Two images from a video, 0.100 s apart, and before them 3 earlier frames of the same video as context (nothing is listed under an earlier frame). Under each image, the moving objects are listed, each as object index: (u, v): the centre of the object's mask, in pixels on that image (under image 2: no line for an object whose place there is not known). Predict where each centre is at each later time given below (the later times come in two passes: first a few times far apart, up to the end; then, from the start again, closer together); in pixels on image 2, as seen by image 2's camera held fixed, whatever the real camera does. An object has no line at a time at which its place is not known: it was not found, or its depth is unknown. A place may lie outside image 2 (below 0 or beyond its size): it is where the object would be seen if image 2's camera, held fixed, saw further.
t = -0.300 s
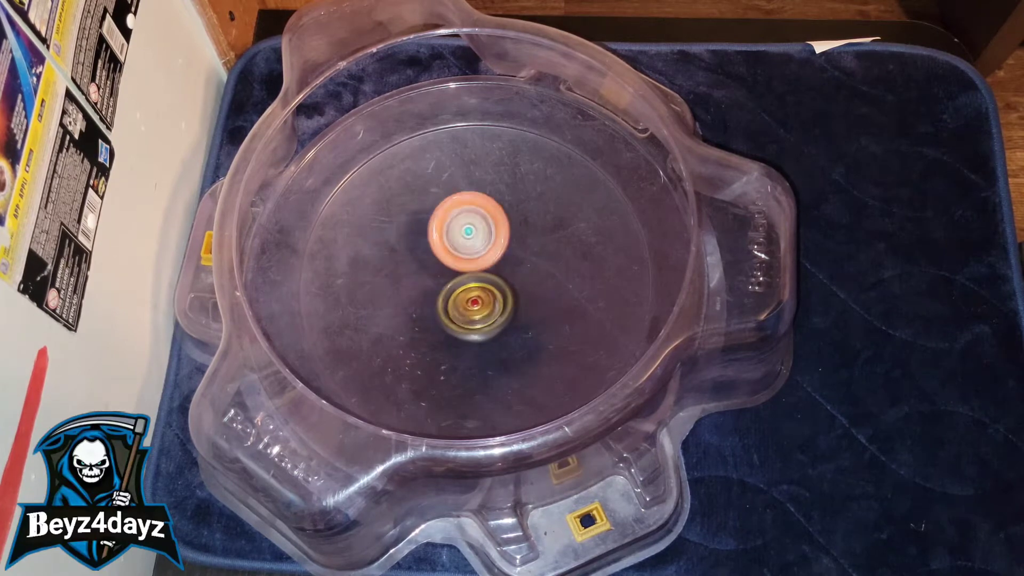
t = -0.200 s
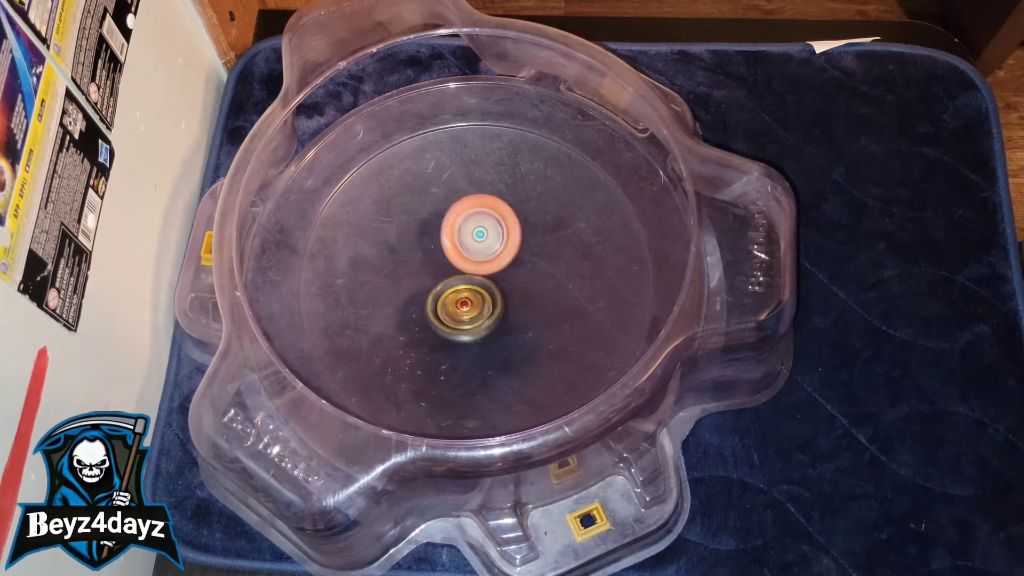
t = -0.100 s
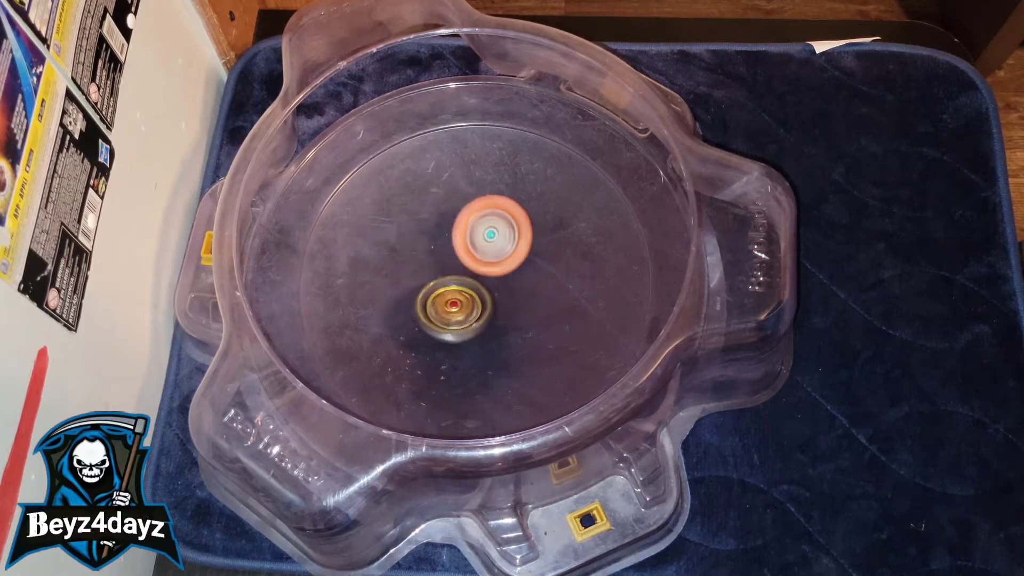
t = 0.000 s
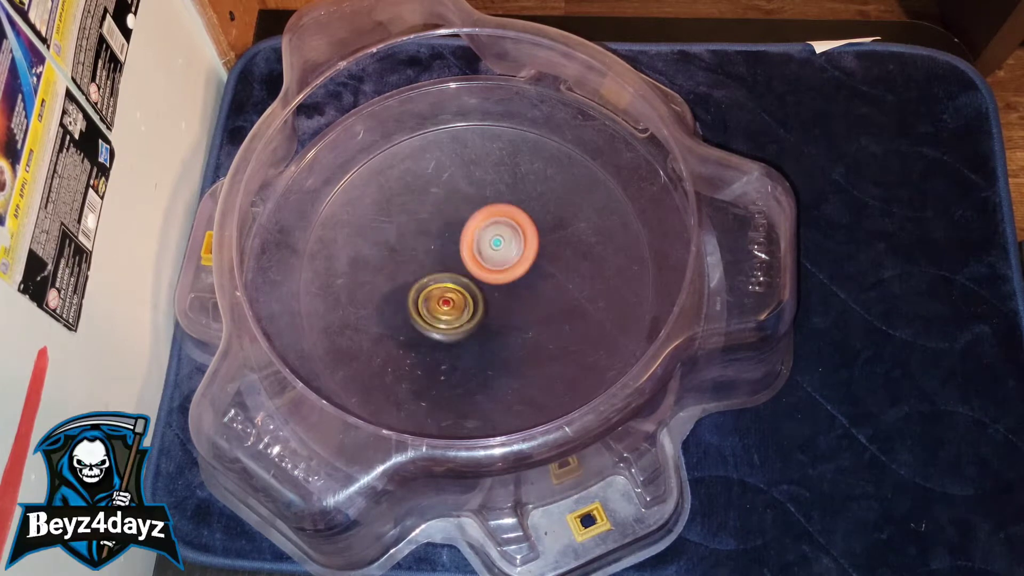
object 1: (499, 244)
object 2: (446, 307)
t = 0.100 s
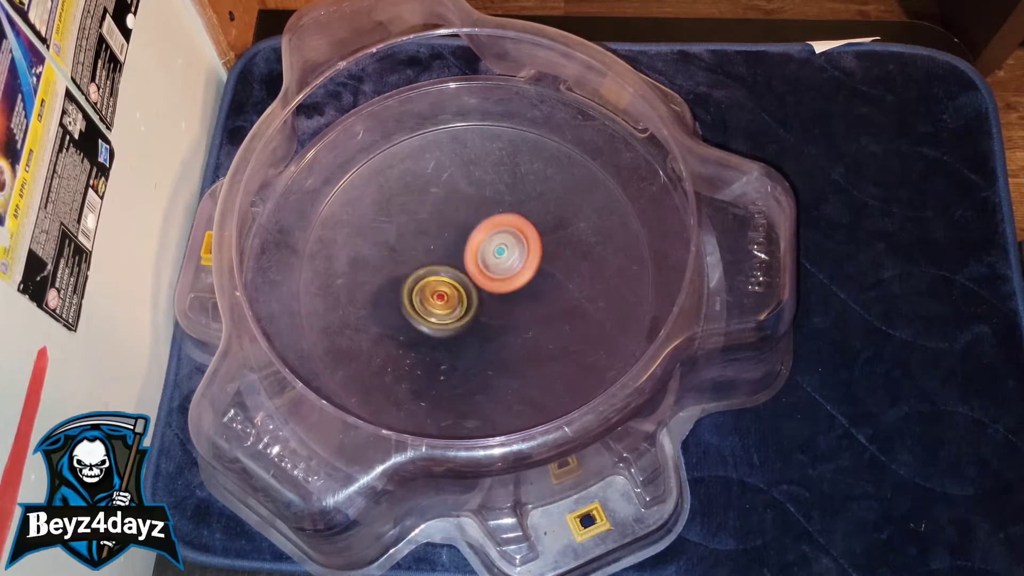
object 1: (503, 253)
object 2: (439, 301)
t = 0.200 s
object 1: (507, 263)
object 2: (432, 293)
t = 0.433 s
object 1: (506, 287)
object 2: (427, 269)
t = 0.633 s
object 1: (494, 305)
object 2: (438, 251)
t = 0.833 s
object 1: (468, 321)
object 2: (461, 243)
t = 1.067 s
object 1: (435, 319)
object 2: (479, 252)
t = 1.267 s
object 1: (399, 300)
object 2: (508, 247)
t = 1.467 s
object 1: (398, 266)
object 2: (493, 252)
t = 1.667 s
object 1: (415, 234)
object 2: (497, 257)
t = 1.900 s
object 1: (446, 219)
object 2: (509, 275)
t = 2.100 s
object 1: (461, 231)
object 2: (514, 297)
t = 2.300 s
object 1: (464, 251)
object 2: (472, 319)
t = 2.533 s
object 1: (444, 265)
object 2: (382, 323)
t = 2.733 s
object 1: (439, 264)
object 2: (381, 282)
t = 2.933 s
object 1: (484, 267)
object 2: (387, 249)
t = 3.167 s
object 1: (514, 301)
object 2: (463, 203)
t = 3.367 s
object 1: (511, 325)
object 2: (503, 181)
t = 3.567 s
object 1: (480, 317)
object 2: (518, 203)
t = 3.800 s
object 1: (446, 255)
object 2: (538, 242)
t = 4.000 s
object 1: (439, 225)
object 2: (537, 244)
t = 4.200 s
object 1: (449, 237)
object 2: (515, 235)
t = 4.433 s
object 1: (465, 269)
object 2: (526, 246)
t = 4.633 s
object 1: (497, 288)
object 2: (528, 240)
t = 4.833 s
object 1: (496, 290)
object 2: (516, 234)
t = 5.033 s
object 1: (496, 290)
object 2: (515, 233)
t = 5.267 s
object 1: (497, 290)
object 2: (514, 233)
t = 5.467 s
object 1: (497, 290)
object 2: (515, 233)
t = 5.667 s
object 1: (497, 290)
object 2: (514, 233)
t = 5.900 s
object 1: (497, 290)
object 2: (515, 233)
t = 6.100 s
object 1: (497, 290)
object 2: (514, 233)
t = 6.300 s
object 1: (497, 290)
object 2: (515, 233)
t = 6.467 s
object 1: (497, 290)
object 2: (515, 233)
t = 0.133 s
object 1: (506, 256)
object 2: (435, 298)
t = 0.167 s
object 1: (507, 260)
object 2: (434, 295)
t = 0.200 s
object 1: (507, 263)
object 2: (432, 293)
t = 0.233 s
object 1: (508, 267)
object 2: (430, 290)
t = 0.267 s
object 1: (509, 270)
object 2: (427, 286)
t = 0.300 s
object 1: (509, 273)
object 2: (426, 282)
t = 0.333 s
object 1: (508, 277)
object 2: (426, 280)
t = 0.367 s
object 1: (507, 280)
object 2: (426, 277)
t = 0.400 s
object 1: (507, 284)
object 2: (426, 272)
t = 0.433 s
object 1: (506, 287)
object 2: (427, 269)
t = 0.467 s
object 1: (504, 290)
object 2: (428, 266)
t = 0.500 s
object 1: (502, 293)
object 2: (430, 263)
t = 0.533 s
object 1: (502, 297)
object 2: (431, 258)
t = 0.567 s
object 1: (500, 299)
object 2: (433, 256)
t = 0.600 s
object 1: (497, 302)
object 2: (435, 254)
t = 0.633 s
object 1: (494, 305)
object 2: (438, 251)
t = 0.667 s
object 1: (491, 307)
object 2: (442, 249)
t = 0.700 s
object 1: (487, 310)
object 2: (445, 248)
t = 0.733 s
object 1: (483, 312)
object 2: (449, 247)
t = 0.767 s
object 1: (479, 315)
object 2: (452, 246)
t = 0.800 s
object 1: (473, 319)
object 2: (456, 243)
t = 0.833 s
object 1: (468, 321)
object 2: (461, 243)
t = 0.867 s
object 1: (463, 323)
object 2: (464, 244)
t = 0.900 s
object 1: (458, 323)
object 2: (466, 246)
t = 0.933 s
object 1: (453, 323)
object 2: (469, 247)
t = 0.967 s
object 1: (449, 322)
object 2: (471, 249)
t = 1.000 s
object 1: (444, 322)
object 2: (473, 251)
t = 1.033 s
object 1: (438, 322)
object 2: (477, 251)
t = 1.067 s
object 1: (435, 319)
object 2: (479, 252)
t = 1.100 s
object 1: (431, 317)
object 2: (479, 256)
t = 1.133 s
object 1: (422, 315)
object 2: (484, 256)
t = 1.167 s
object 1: (412, 313)
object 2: (495, 251)
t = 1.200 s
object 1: (407, 310)
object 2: (502, 248)
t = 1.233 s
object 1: (402, 305)
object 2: (506, 248)
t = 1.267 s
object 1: (399, 300)
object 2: (508, 247)
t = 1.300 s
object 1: (396, 295)
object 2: (508, 249)
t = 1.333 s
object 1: (394, 289)
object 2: (506, 251)
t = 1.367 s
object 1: (394, 283)
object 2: (502, 252)
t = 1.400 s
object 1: (395, 278)
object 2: (499, 252)
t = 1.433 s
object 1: (396, 271)
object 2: (495, 252)
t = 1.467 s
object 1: (398, 266)
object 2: (493, 252)
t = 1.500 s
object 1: (402, 260)
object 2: (490, 251)
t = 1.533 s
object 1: (405, 255)
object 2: (487, 250)
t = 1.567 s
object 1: (410, 251)
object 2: (485, 249)
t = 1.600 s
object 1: (413, 246)
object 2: (488, 251)
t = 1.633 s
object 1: (413, 238)
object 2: (494, 255)
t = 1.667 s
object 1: (415, 234)
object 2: (497, 257)
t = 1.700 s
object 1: (419, 230)
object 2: (495, 258)
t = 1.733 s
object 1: (426, 229)
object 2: (494, 256)
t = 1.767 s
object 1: (429, 225)
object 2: (500, 263)
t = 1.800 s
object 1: (431, 219)
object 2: (506, 269)
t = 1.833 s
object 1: (437, 217)
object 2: (506, 271)
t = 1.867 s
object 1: (443, 219)
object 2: (505, 270)
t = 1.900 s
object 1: (446, 219)
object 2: (509, 275)
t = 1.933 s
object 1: (446, 213)
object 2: (516, 283)
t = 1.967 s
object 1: (450, 213)
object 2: (519, 291)
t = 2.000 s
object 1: (454, 217)
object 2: (518, 295)
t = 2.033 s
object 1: (457, 222)
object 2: (517, 297)
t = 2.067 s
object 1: (459, 227)
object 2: (516, 297)
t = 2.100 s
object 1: (461, 231)
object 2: (514, 297)
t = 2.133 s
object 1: (463, 236)
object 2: (512, 297)
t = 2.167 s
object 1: (463, 242)
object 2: (509, 297)
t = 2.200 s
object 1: (463, 246)
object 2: (505, 298)
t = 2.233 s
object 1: (464, 246)
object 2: (497, 306)
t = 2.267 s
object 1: (465, 247)
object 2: (485, 312)
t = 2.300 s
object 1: (464, 251)
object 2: (472, 319)
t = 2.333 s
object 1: (462, 253)
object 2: (456, 324)
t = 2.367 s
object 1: (459, 256)
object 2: (441, 327)
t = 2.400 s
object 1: (457, 258)
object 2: (427, 329)
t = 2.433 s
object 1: (453, 262)
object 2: (411, 332)
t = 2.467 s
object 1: (450, 263)
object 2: (400, 331)
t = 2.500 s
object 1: (448, 264)
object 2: (391, 327)
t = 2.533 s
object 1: (444, 265)
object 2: (382, 323)
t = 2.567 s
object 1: (442, 265)
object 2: (377, 318)
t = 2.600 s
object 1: (440, 265)
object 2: (373, 310)
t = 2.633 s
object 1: (439, 264)
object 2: (373, 305)
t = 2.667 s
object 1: (439, 265)
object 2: (374, 297)
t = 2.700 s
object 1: (438, 264)
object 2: (379, 289)
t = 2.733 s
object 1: (439, 264)
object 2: (381, 282)
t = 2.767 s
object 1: (450, 265)
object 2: (380, 274)
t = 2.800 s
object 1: (462, 266)
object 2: (376, 266)
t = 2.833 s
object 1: (471, 266)
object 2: (374, 260)
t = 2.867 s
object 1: (478, 268)
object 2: (376, 254)
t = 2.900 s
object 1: (481, 268)
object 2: (381, 251)
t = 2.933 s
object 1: (484, 267)
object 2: (387, 249)
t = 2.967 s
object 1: (487, 267)
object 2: (396, 247)
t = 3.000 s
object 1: (489, 268)
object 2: (406, 246)
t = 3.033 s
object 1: (491, 269)
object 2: (417, 243)
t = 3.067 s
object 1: (498, 279)
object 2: (430, 235)
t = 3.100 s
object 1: (506, 286)
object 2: (442, 222)
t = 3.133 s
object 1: (511, 295)
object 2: (453, 211)
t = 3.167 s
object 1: (514, 301)
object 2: (463, 203)
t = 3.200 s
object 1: (516, 307)
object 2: (472, 194)
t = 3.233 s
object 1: (518, 312)
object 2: (481, 190)
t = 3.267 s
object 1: (518, 317)
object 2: (488, 185)
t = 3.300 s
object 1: (517, 320)
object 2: (495, 183)
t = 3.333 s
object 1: (515, 323)
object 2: (500, 182)
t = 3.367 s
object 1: (511, 325)
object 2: (503, 181)
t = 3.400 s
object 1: (507, 327)
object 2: (507, 182)
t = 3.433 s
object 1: (503, 327)
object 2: (509, 185)
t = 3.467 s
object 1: (497, 327)
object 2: (512, 190)
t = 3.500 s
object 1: (492, 324)
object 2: (515, 195)
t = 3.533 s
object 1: (485, 321)
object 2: (517, 199)
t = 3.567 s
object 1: (480, 317)
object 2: (518, 203)
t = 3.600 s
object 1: (475, 310)
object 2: (519, 208)
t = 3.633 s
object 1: (469, 302)
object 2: (521, 214)
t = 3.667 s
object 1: (465, 294)
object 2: (524, 220)
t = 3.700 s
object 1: (460, 285)
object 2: (527, 228)
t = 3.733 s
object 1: (455, 274)
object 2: (531, 235)
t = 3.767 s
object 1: (452, 266)
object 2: (535, 240)
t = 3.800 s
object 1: (446, 255)
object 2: (538, 242)
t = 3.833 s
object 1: (443, 247)
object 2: (540, 244)
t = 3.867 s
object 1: (438, 239)
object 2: (542, 243)
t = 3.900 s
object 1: (436, 233)
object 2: (542, 243)
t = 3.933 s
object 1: (436, 228)
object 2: (541, 244)
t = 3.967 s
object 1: (437, 226)
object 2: (540, 244)
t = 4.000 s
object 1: (439, 225)
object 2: (537, 244)
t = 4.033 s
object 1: (439, 224)
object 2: (534, 244)
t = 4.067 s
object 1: (440, 225)
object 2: (530, 242)
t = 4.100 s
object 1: (441, 230)
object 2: (525, 240)
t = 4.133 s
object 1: (443, 231)
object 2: (520, 237)
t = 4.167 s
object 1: (446, 234)
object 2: (517, 235)
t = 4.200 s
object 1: (449, 237)
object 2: (515, 235)
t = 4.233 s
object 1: (451, 239)
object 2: (516, 234)
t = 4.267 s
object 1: (455, 242)
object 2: (516, 234)
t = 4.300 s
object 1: (455, 246)
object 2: (517, 236)
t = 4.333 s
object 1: (457, 251)
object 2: (518, 241)
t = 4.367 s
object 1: (458, 257)
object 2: (521, 244)
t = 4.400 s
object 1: (461, 262)
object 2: (524, 246)
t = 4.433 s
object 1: (465, 269)
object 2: (526, 246)
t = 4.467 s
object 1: (470, 274)
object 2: (527, 246)
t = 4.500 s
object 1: (475, 280)
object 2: (528, 245)
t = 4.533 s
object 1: (480, 285)
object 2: (528, 244)
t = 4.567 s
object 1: (486, 286)
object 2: (529, 243)
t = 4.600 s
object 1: (492, 287)
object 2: (529, 241)
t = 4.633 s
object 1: (497, 288)
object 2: (528, 240)
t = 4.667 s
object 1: (500, 289)
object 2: (527, 239)
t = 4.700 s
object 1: (499, 289)
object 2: (526, 239)
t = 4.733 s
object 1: (497, 290)
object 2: (524, 238)
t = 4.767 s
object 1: (496, 290)
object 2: (522, 237)
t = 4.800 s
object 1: (496, 290)
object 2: (519, 235)
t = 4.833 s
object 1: (496, 290)
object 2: (516, 234)
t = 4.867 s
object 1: (497, 290)
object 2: (515, 233)
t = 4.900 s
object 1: (498, 290)
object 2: (514, 233)
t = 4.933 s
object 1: (498, 290)
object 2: (515, 233)
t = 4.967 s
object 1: (497, 290)
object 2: (515, 233)
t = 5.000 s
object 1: (496, 290)
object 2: (515, 233)
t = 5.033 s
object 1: (496, 290)
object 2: (515, 233)
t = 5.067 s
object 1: (497, 290)
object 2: (515, 233)
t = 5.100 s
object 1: (498, 290)
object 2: (515, 233)
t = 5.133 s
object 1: (498, 290)
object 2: (515, 233)
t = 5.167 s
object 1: (497, 290)
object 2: (515, 233)
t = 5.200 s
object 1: (496, 290)
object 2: (515, 233)
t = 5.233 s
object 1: (496, 290)
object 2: (515, 233)
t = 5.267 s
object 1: (497, 290)
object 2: (514, 233)
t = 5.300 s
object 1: (497, 290)
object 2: (514, 233)
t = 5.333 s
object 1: (497, 290)
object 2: (515, 233)
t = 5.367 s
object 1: (497, 290)
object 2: (514, 233)
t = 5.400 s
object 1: (496, 290)
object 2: (514, 233)
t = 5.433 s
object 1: (496, 290)
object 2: (515, 233)
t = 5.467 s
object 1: (497, 290)
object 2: (515, 233)
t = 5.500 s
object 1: (497, 290)
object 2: (515, 233)
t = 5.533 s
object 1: (497, 290)
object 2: (514, 233)
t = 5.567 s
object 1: (497, 290)
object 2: (514, 233)
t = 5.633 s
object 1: (497, 290)
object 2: (514, 233)
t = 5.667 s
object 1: (497, 290)
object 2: (514, 233)
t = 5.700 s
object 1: (497, 290)
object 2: (514, 233)
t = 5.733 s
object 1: (497, 290)
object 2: (514, 233)
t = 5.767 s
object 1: (497, 290)
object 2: (514, 233)
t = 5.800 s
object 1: (497, 290)
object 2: (514, 233)
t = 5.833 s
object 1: (497, 290)
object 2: (515, 233)
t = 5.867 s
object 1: (497, 290)
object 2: (514, 233)
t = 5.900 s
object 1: (497, 290)
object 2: (515, 233)
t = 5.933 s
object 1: (497, 290)
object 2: (515, 233)
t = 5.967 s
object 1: (497, 290)
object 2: (514, 233)
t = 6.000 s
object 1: (497, 290)
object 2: (514, 233)
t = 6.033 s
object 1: (497, 290)
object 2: (515, 233)
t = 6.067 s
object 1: (497, 290)
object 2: (514, 233)
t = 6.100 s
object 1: (497, 290)
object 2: (514, 233)
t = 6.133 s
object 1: (497, 290)
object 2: (514, 233)
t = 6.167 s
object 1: (497, 290)
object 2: (515, 233)
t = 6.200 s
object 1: (497, 290)
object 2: (515, 233)
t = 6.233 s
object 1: (497, 290)
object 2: (515, 233)
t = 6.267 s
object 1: (497, 290)
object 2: (515, 233)
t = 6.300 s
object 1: (497, 290)
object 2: (515, 233)
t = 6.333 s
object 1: (497, 290)
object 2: (514, 233)
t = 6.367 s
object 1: (497, 290)
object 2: (515, 233)
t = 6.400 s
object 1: (497, 290)
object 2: (515, 233)
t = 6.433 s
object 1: (497, 290)
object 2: (515, 233)
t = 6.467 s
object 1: (497, 290)
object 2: (515, 233)
